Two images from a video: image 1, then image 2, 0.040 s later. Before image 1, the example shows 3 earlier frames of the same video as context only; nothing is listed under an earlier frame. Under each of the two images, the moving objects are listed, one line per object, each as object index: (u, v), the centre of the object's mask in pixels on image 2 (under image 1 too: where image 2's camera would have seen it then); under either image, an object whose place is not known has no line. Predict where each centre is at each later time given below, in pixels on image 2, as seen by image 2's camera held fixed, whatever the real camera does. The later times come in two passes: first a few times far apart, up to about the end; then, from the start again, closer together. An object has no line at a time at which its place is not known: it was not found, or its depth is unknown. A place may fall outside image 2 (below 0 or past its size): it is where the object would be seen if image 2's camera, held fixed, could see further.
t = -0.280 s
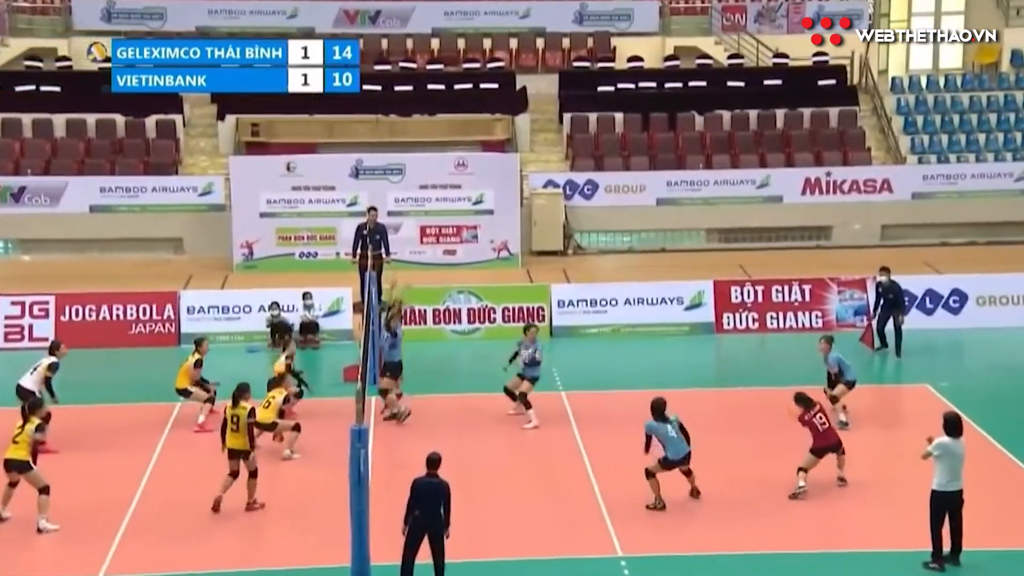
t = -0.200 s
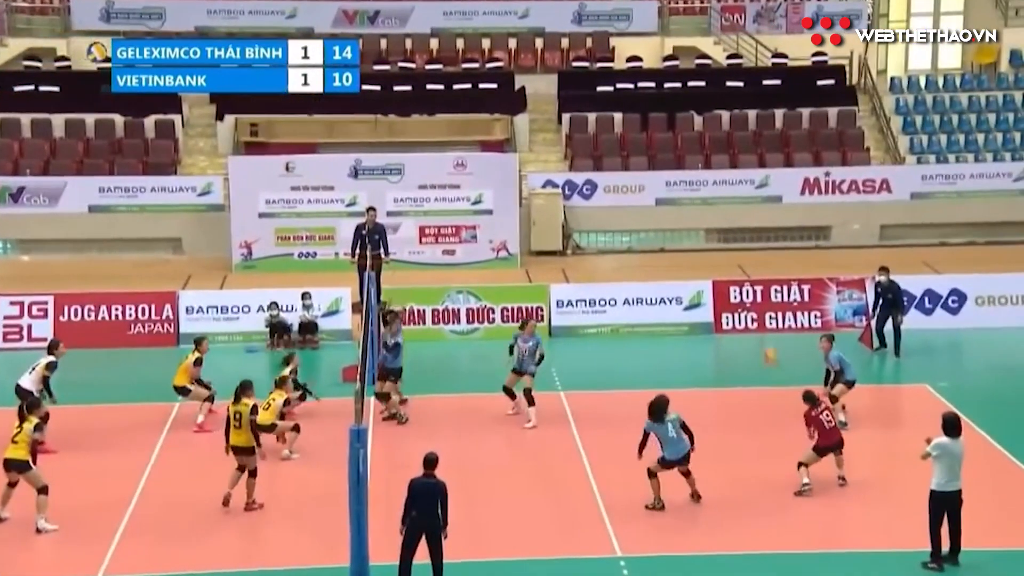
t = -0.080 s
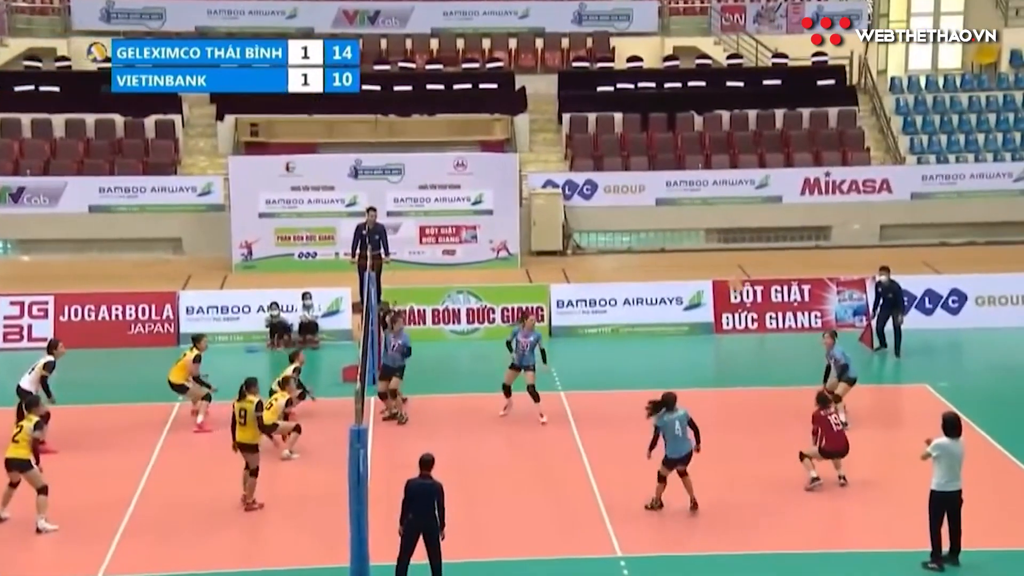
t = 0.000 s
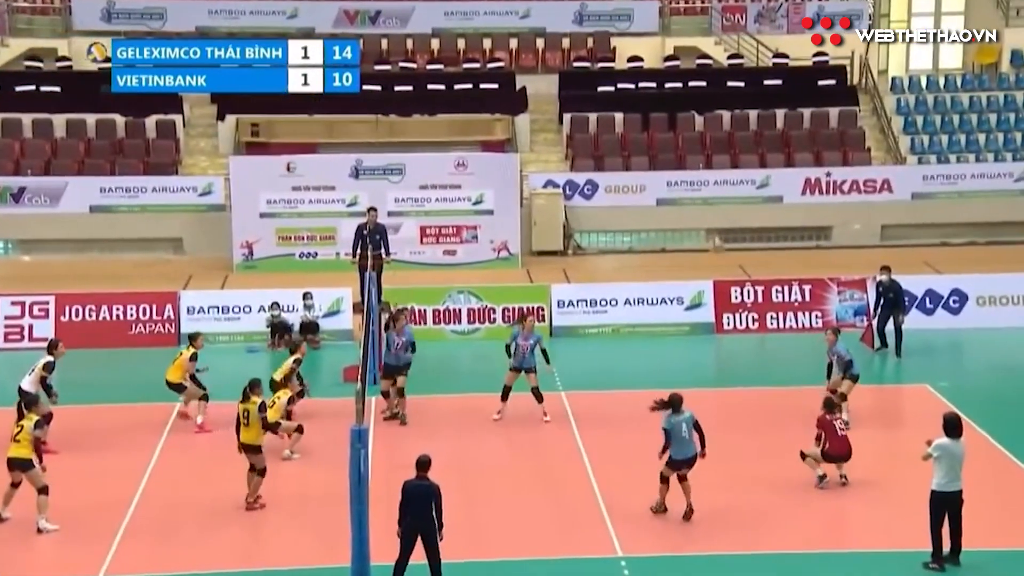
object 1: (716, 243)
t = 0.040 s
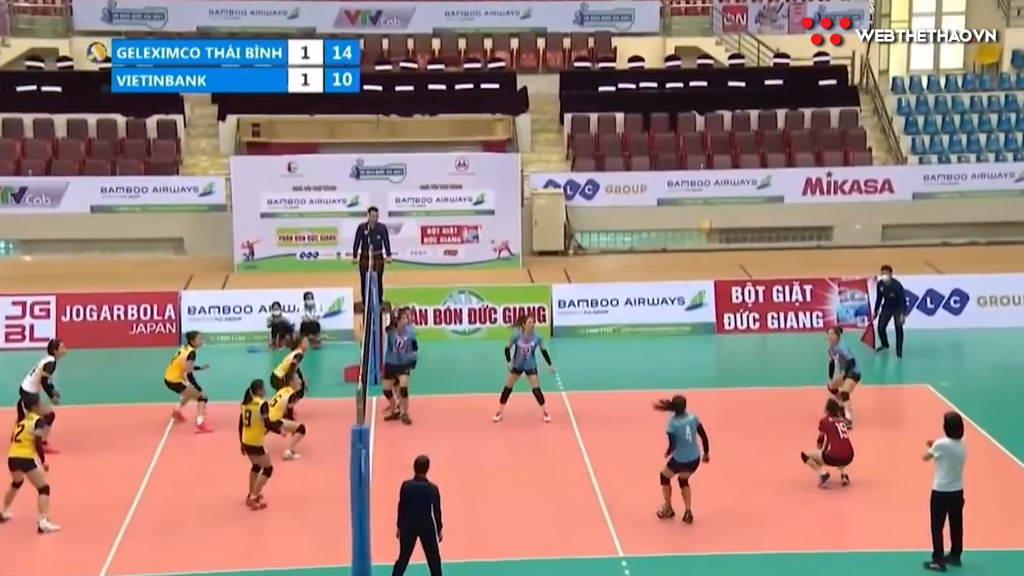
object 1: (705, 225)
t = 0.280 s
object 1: (646, 141)
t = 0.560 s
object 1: (584, 96)
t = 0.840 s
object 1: (525, 102)
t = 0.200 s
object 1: (665, 165)
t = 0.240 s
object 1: (656, 153)
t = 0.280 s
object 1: (646, 141)
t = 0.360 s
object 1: (627, 123)
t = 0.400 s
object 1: (619, 116)
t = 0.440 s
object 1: (611, 108)
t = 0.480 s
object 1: (602, 104)
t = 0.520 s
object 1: (593, 100)
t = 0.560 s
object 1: (584, 96)
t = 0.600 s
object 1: (575, 94)
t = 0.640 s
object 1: (568, 93)
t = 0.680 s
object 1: (560, 93)
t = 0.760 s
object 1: (544, 93)
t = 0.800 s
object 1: (535, 98)
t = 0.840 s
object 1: (525, 102)
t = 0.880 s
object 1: (518, 107)
